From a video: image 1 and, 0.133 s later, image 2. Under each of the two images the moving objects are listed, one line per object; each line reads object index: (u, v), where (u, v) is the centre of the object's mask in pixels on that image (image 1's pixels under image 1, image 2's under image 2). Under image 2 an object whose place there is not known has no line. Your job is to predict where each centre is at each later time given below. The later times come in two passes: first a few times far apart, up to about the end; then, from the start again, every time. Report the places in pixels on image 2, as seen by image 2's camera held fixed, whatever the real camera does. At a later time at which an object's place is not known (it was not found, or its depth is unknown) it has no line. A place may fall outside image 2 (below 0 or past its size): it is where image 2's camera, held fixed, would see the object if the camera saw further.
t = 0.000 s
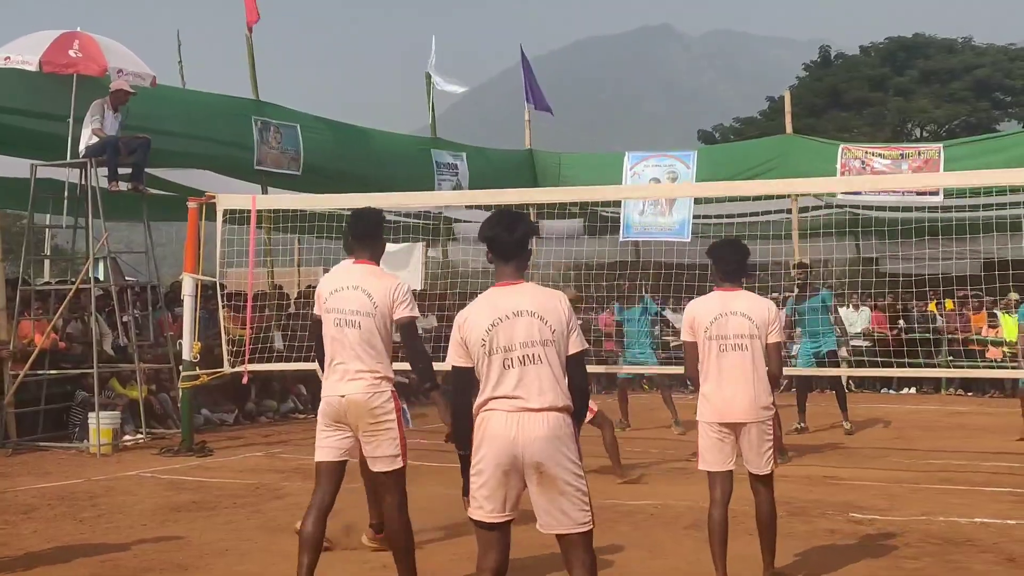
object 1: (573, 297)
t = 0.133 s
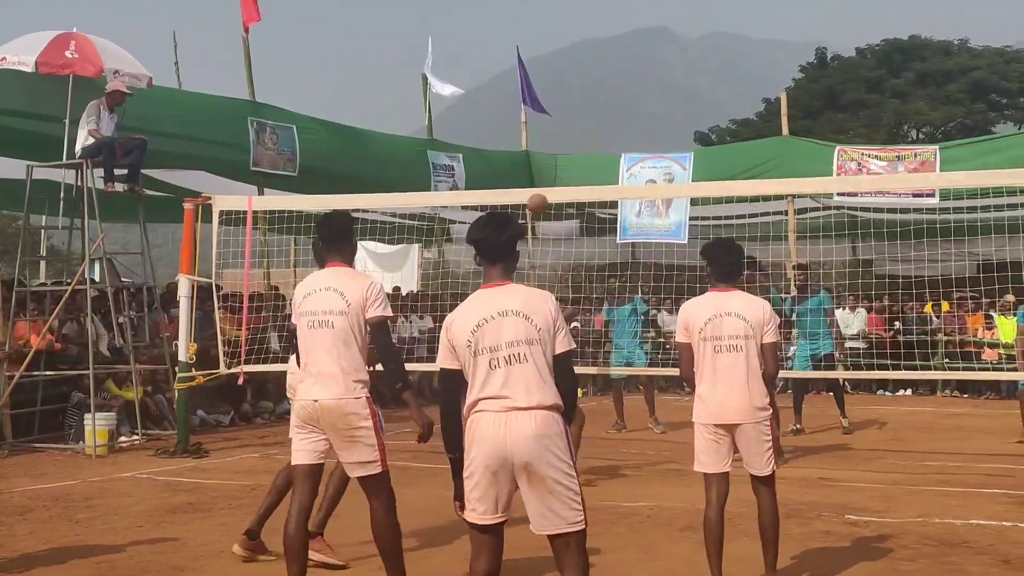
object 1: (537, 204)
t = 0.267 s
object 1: (509, 123)
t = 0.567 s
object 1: (433, 9)
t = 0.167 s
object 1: (531, 181)
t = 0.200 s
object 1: (524, 160)
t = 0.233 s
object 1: (517, 141)
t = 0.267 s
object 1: (509, 123)
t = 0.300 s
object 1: (501, 106)
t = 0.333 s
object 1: (493, 90)
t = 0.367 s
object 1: (485, 74)
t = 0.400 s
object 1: (477, 60)
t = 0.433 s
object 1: (469, 47)
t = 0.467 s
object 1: (460, 35)
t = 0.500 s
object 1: (451, 26)
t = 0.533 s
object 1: (442, 17)
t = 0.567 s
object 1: (433, 9)
